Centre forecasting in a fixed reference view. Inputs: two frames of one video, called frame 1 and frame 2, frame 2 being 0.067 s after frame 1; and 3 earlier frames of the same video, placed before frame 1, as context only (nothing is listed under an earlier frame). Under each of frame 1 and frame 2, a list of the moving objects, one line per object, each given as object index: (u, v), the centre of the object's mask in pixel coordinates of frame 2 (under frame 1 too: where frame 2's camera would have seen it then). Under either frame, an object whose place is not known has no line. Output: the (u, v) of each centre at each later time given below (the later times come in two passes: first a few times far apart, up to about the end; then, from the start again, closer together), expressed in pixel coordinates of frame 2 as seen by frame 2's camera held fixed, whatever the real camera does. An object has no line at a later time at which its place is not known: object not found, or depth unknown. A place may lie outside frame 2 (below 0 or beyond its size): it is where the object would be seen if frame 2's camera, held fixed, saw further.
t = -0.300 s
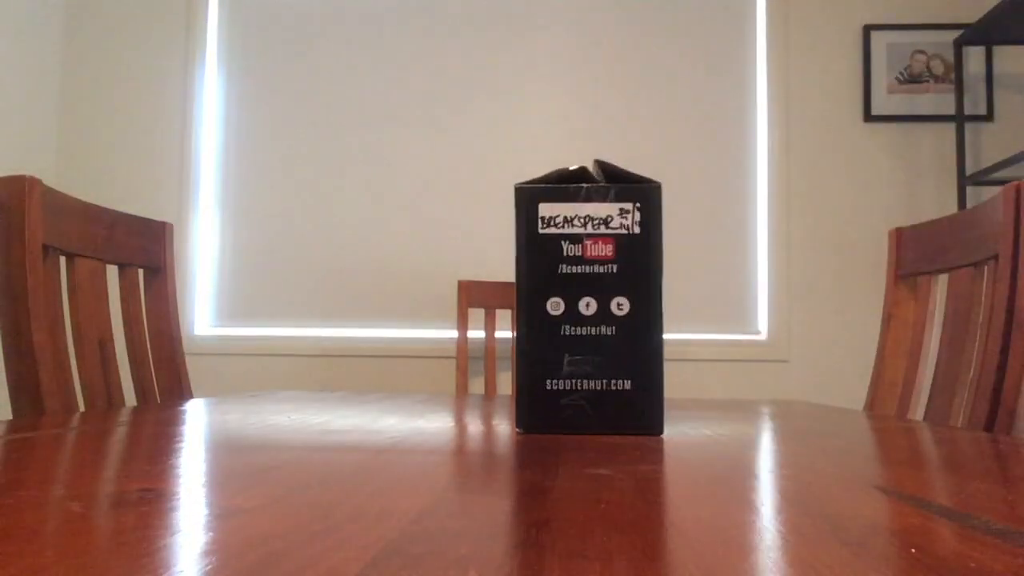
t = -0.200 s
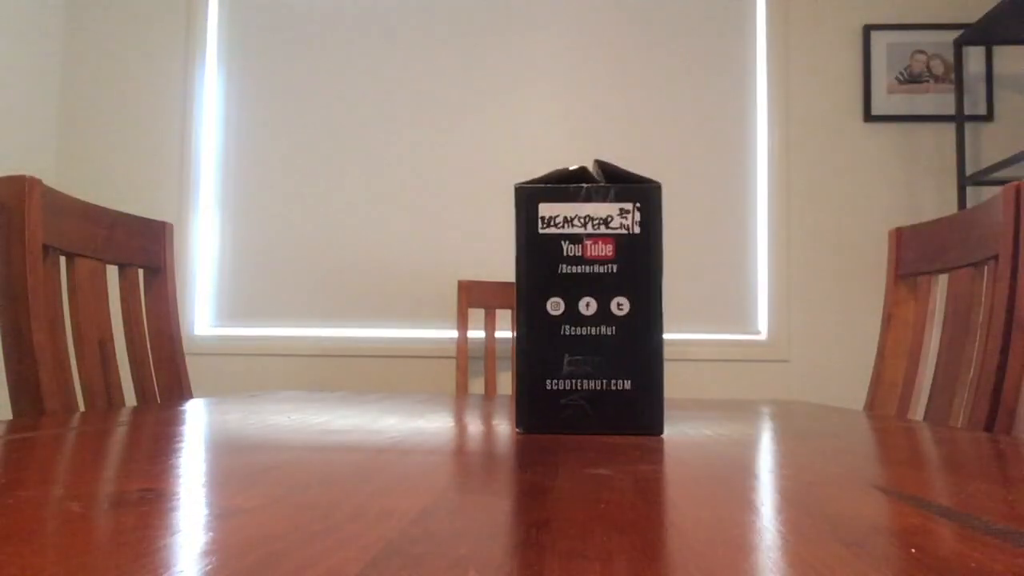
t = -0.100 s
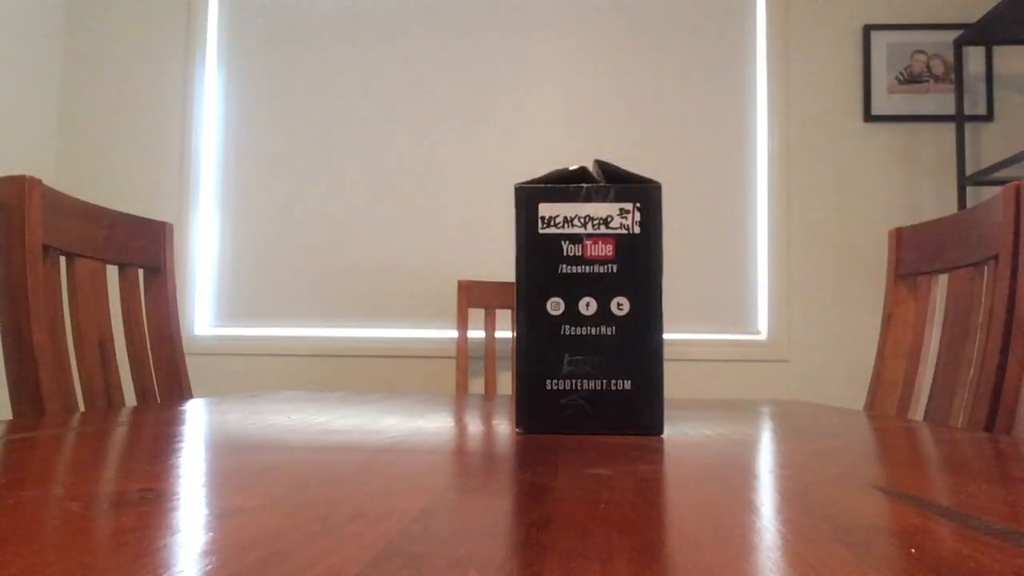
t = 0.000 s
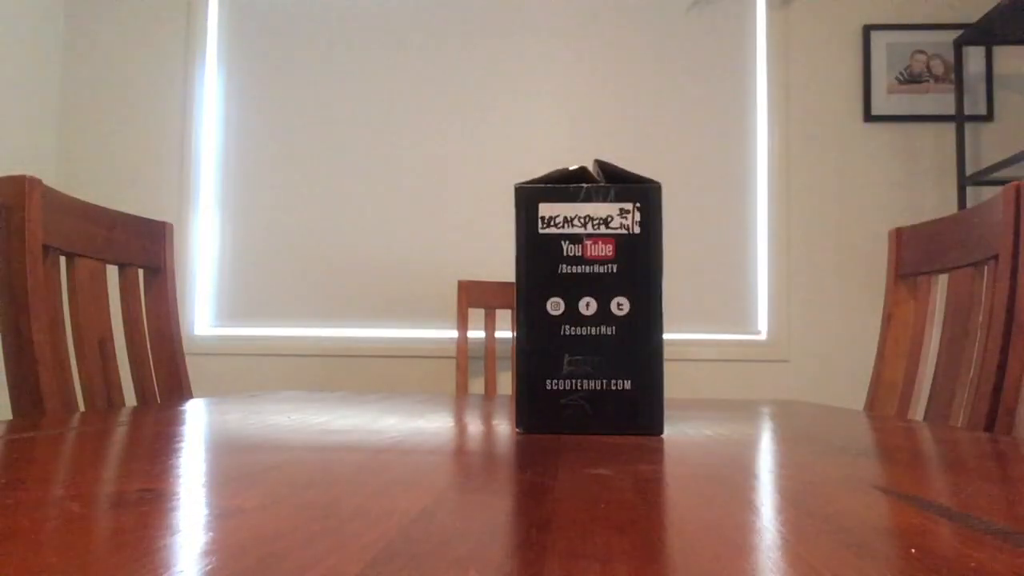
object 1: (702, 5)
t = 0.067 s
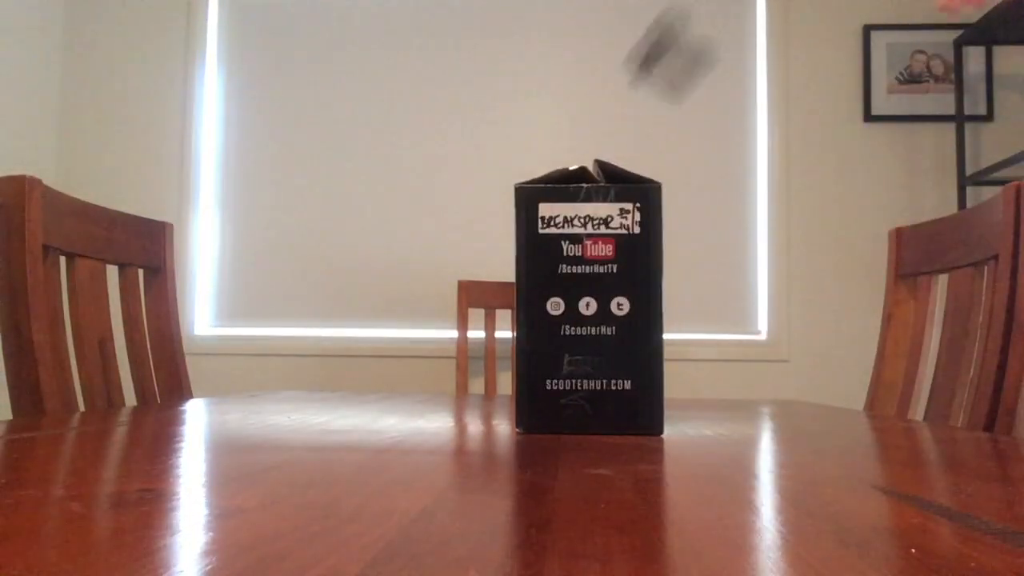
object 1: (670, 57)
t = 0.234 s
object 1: (491, 219)
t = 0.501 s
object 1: (396, 380)
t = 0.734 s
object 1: (370, 395)
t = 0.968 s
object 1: (366, 397)
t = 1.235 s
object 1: (365, 397)
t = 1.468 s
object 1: (365, 397)
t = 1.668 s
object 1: (365, 397)
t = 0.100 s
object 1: (625, 116)
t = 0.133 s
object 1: (598, 158)
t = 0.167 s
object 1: (571, 169)
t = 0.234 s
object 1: (491, 219)
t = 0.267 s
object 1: (480, 230)
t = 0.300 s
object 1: (463, 251)
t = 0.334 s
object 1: (454, 273)
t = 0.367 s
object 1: (442, 305)
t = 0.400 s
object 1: (425, 348)
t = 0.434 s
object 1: (413, 376)
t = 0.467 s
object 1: (408, 374)
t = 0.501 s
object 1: (396, 380)
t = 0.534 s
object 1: (394, 378)
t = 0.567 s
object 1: (392, 378)
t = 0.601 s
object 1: (379, 382)
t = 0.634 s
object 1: (371, 392)
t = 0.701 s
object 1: (369, 396)
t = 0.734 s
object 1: (370, 395)
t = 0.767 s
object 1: (366, 397)
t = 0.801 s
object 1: (367, 397)
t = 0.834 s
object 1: (366, 397)
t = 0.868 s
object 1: (366, 397)
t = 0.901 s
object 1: (365, 397)
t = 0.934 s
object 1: (366, 397)
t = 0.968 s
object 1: (366, 397)
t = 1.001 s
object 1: (365, 397)
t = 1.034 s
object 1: (366, 397)
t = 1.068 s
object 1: (366, 397)
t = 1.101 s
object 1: (365, 397)
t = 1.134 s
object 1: (365, 397)
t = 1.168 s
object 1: (365, 397)
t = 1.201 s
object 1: (365, 397)
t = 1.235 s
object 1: (365, 397)
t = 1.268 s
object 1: (365, 397)
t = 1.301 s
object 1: (365, 397)
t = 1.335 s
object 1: (365, 397)
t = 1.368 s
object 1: (365, 397)
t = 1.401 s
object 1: (365, 397)
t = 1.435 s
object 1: (365, 397)
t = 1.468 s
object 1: (365, 397)
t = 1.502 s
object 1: (365, 397)
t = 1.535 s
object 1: (365, 397)
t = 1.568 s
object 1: (365, 397)
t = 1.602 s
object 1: (365, 397)
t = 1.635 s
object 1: (365, 397)
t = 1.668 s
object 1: (365, 397)
